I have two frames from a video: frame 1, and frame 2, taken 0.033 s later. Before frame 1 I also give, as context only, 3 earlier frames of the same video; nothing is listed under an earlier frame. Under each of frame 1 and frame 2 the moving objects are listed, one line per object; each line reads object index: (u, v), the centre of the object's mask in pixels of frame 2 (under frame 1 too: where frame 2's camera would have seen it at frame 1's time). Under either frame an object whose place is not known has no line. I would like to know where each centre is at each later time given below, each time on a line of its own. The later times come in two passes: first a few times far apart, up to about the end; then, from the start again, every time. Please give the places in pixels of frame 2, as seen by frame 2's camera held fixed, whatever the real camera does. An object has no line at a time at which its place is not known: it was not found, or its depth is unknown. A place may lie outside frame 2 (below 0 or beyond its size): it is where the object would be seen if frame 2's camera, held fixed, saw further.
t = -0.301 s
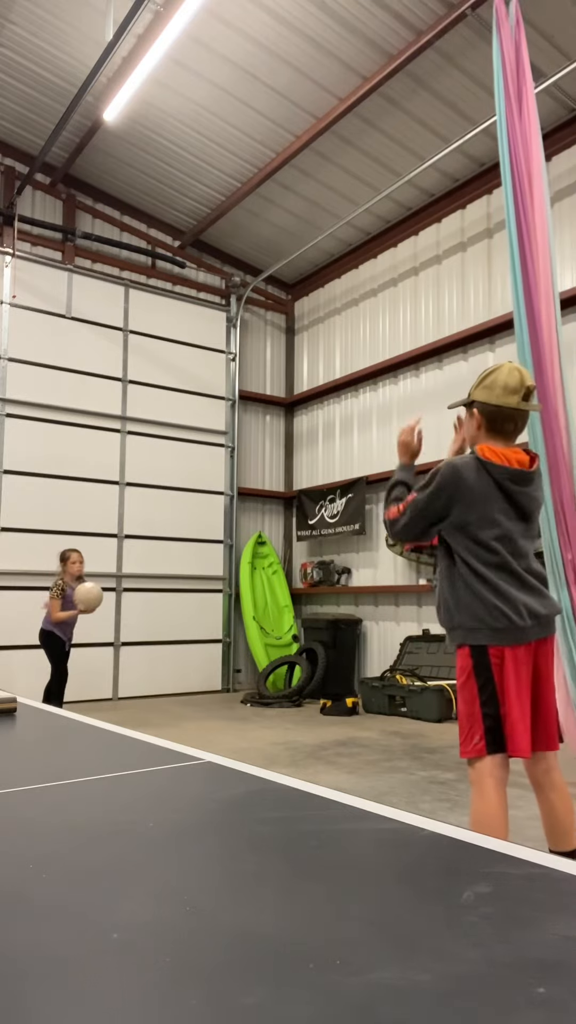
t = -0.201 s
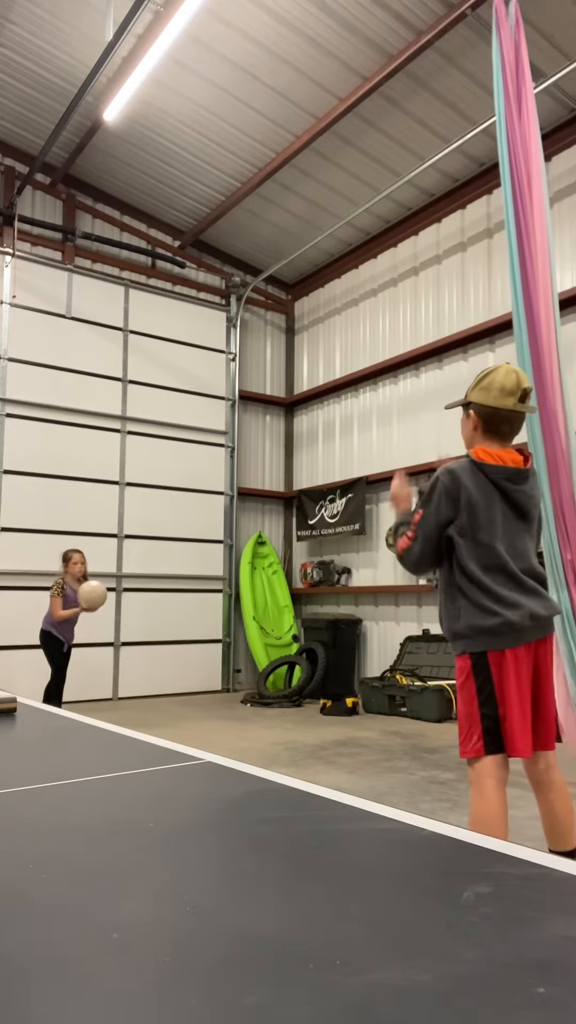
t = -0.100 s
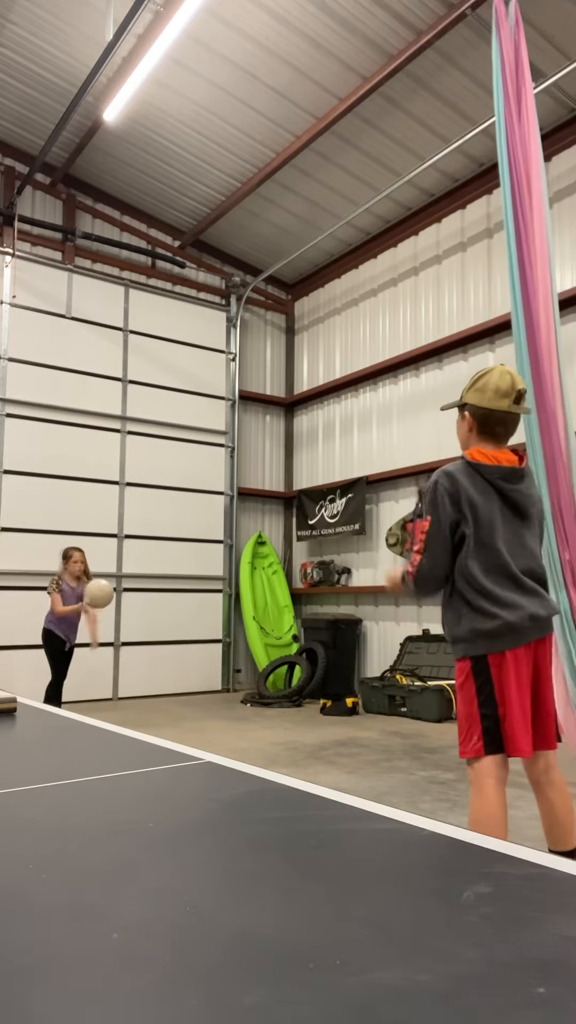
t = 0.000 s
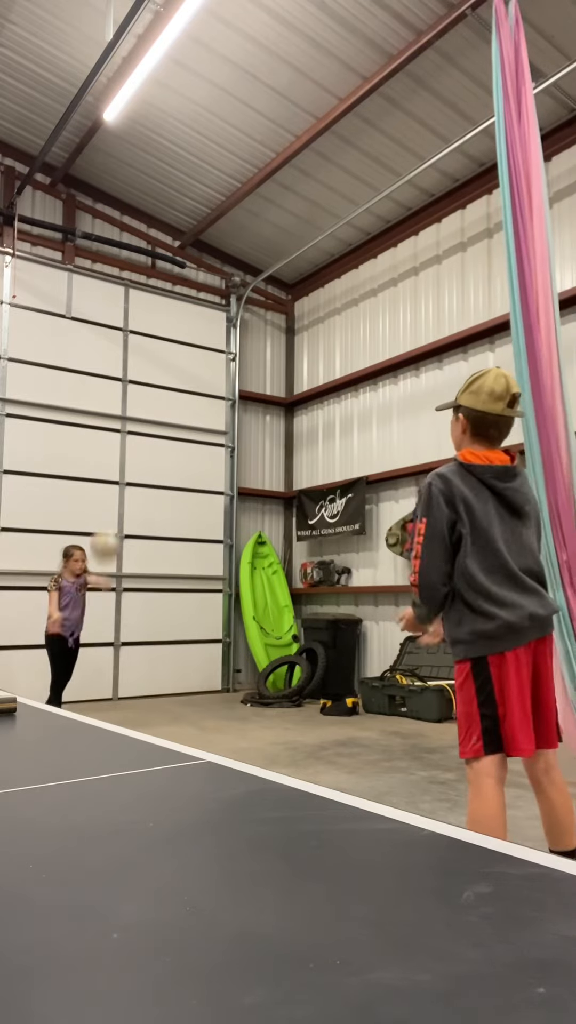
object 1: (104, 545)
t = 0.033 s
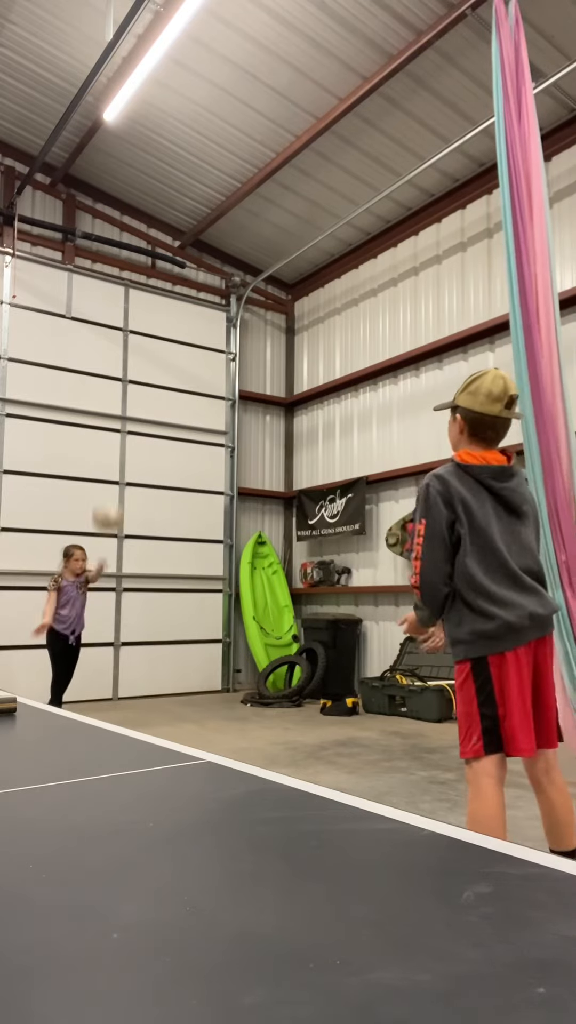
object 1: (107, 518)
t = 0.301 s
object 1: (126, 316)
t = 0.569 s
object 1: (147, 182)
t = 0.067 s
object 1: (110, 490)
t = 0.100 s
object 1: (112, 460)
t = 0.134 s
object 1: (114, 433)
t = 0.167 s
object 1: (117, 409)
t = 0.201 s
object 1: (119, 383)
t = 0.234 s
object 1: (121, 359)
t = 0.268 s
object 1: (123, 336)
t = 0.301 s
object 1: (126, 316)
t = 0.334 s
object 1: (128, 292)
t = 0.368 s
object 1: (131, 273)
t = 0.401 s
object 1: (133, 254)
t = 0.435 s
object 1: (136, 237)
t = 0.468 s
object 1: (138, 221)
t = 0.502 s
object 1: (141, 207)
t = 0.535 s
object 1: (144, 194)
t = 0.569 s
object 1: (147, 182)
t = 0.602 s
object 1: (149, 170)
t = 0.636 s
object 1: (153, 161)
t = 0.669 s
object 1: (156, 154)
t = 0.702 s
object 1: (159, 150)
